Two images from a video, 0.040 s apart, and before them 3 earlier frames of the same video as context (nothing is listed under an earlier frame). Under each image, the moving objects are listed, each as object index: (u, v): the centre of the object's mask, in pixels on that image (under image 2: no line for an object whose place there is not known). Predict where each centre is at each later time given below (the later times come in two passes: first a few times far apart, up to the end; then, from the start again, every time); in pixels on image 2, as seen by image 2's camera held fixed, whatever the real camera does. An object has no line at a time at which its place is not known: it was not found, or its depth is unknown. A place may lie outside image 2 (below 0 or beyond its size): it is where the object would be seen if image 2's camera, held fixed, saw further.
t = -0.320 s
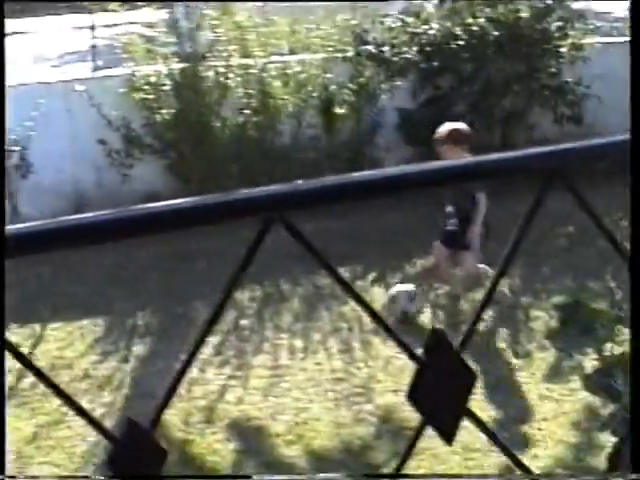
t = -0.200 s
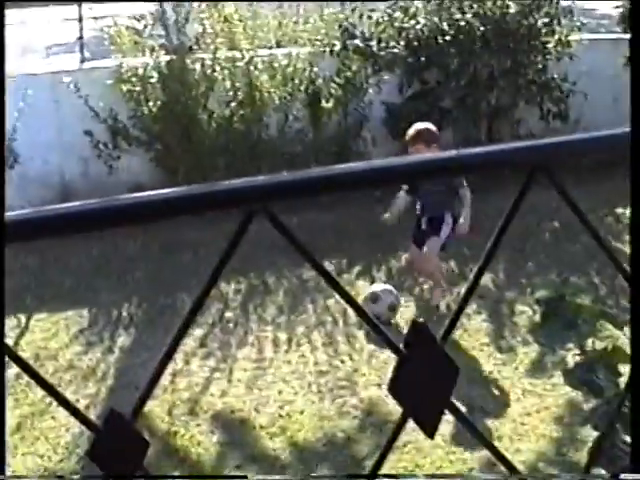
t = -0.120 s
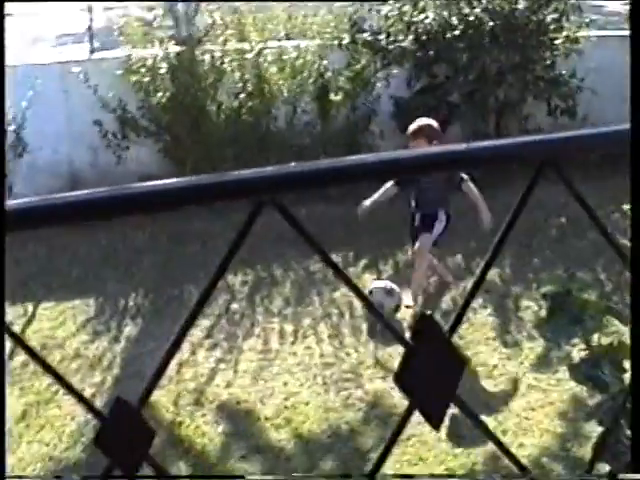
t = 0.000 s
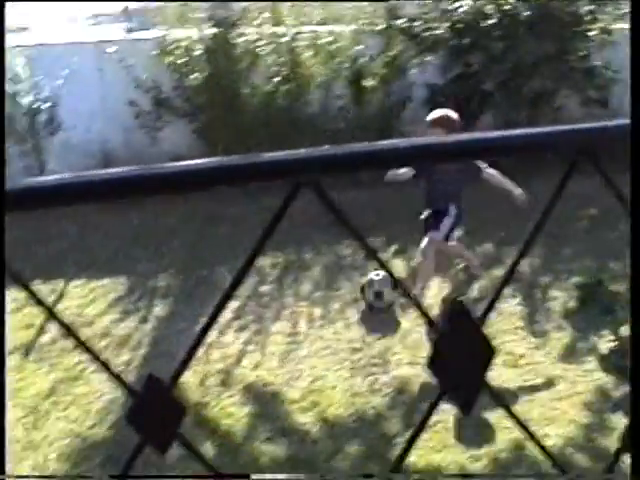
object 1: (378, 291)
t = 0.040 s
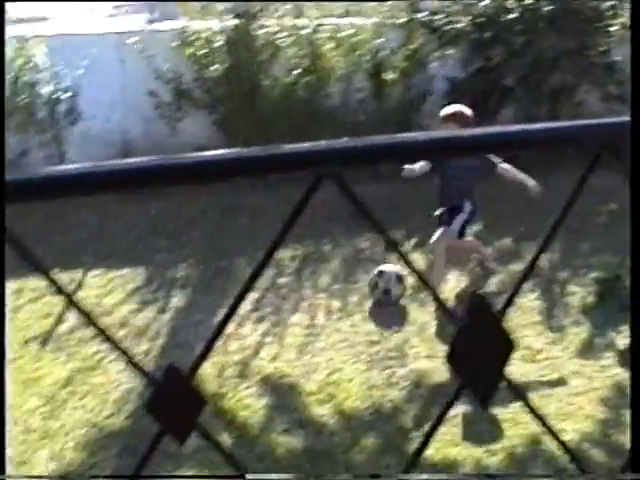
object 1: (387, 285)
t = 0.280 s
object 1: (338, 288)
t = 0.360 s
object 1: (322, 295)
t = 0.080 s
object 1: (378, 285)
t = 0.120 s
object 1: (371, 285)
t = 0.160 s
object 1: (363, 286)
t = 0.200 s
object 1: (354, 287)
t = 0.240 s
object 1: (346, 288)
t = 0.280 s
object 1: (338, 288)
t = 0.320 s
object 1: (330, 293)
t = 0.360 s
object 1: (322, 295)
